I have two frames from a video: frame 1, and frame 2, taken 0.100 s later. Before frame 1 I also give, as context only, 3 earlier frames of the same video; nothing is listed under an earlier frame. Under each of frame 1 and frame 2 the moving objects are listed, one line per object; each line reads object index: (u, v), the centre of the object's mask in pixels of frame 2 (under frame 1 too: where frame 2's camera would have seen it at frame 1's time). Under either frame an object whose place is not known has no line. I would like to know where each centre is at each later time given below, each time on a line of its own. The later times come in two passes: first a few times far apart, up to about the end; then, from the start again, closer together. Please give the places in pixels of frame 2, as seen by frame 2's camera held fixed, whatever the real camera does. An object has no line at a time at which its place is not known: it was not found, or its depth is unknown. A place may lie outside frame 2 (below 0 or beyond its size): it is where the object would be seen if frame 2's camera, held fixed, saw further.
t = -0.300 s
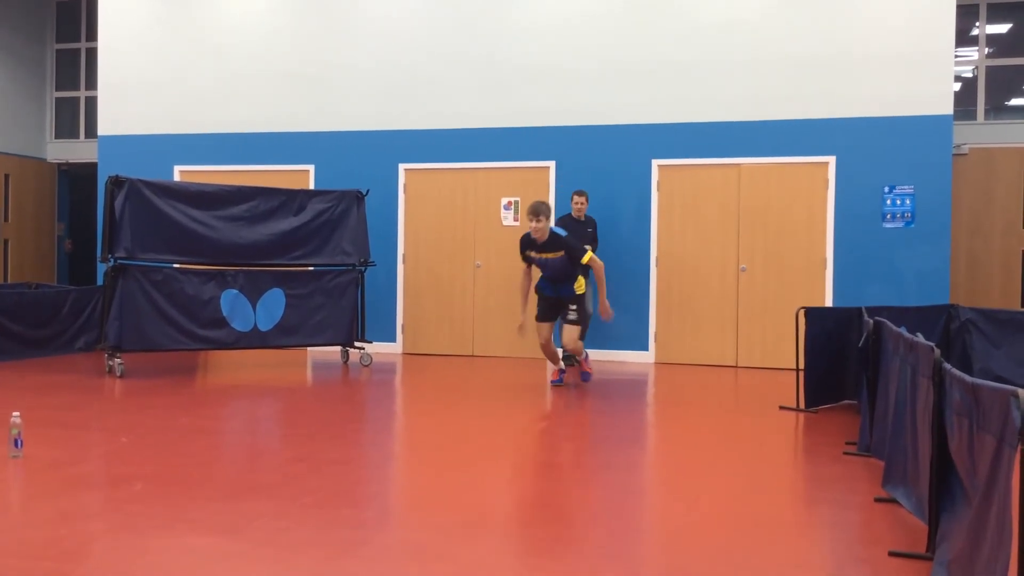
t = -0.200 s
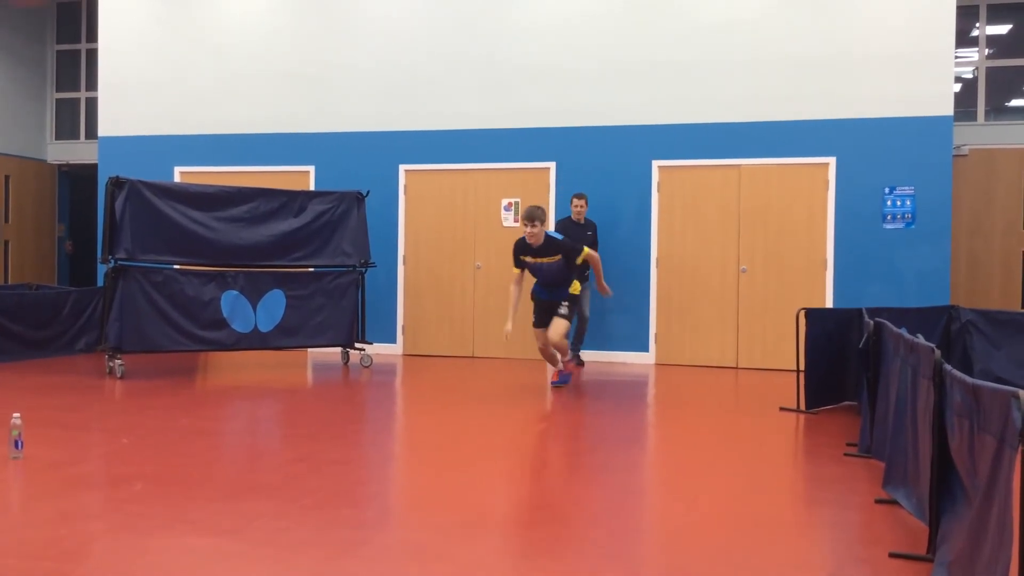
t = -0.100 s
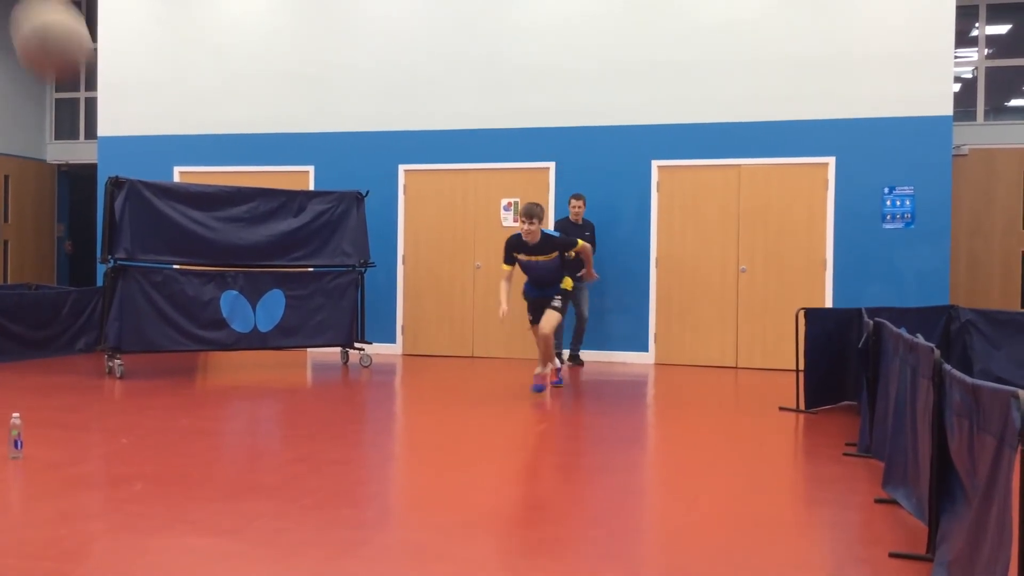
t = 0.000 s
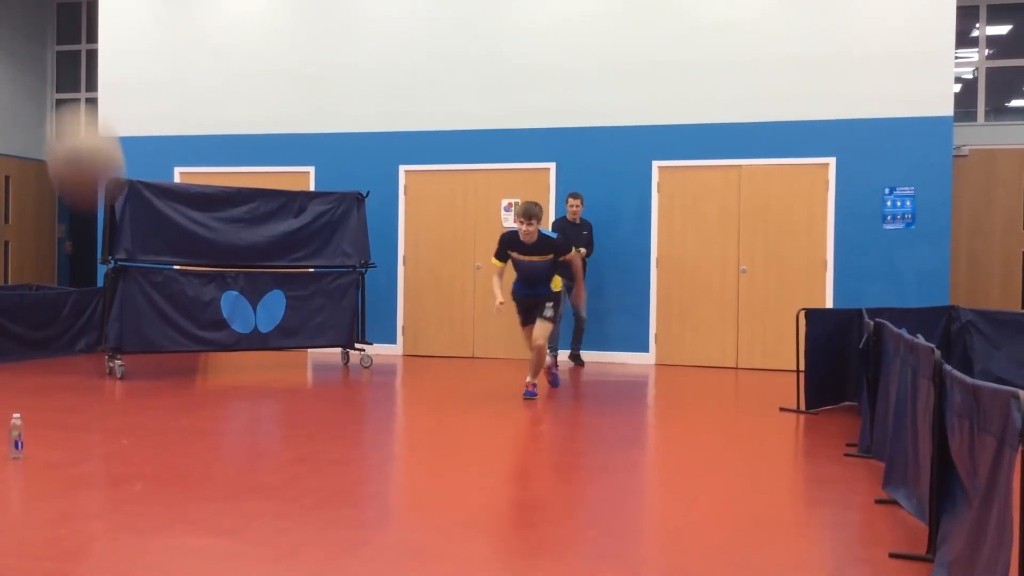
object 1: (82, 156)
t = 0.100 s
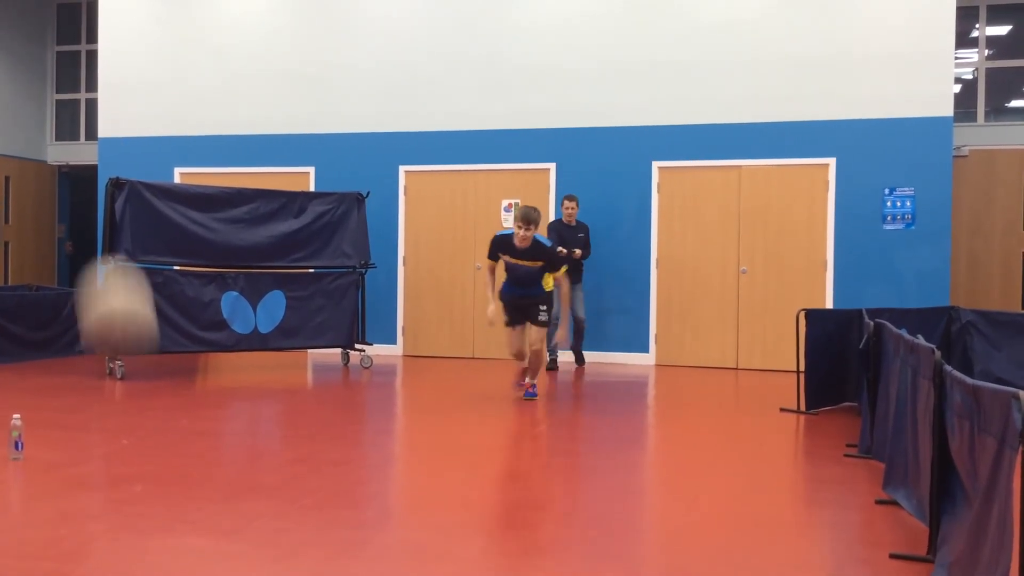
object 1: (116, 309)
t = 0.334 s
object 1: (175, 451)
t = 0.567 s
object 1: (211, 193)
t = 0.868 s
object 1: (254, 124)
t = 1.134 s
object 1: (295, 378)
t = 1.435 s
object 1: (341, 435)
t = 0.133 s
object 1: (127, 372)
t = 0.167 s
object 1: (136, 439)
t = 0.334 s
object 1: (175, 451)
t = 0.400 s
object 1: (186, 359)
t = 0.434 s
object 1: (191, 316)
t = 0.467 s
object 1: (196, 284)
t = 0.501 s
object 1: (202, 251)
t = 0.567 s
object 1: (211, 193)
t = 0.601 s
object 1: (216, 172)
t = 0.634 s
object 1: (221, 147)
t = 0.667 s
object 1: (226, 132)
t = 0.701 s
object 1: (231, 121)
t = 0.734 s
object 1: (235, 113)
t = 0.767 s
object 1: (240, 110)
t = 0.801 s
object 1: (245, 111)
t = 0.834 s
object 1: (249, 115)
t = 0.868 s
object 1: (254, 124)
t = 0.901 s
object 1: (259, 137)
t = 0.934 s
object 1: (264, 158)
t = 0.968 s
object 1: (270, 181)
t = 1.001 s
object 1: (275, 213)
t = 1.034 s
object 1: (280, 243)
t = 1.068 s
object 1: (287, 282)
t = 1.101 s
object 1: (289, 319)
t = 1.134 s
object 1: (295, 378)
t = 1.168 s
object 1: (299, 429)
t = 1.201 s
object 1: (303, 490)
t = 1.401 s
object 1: (335, 475)
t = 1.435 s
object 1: (341, 435)
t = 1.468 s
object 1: (346, 400)
